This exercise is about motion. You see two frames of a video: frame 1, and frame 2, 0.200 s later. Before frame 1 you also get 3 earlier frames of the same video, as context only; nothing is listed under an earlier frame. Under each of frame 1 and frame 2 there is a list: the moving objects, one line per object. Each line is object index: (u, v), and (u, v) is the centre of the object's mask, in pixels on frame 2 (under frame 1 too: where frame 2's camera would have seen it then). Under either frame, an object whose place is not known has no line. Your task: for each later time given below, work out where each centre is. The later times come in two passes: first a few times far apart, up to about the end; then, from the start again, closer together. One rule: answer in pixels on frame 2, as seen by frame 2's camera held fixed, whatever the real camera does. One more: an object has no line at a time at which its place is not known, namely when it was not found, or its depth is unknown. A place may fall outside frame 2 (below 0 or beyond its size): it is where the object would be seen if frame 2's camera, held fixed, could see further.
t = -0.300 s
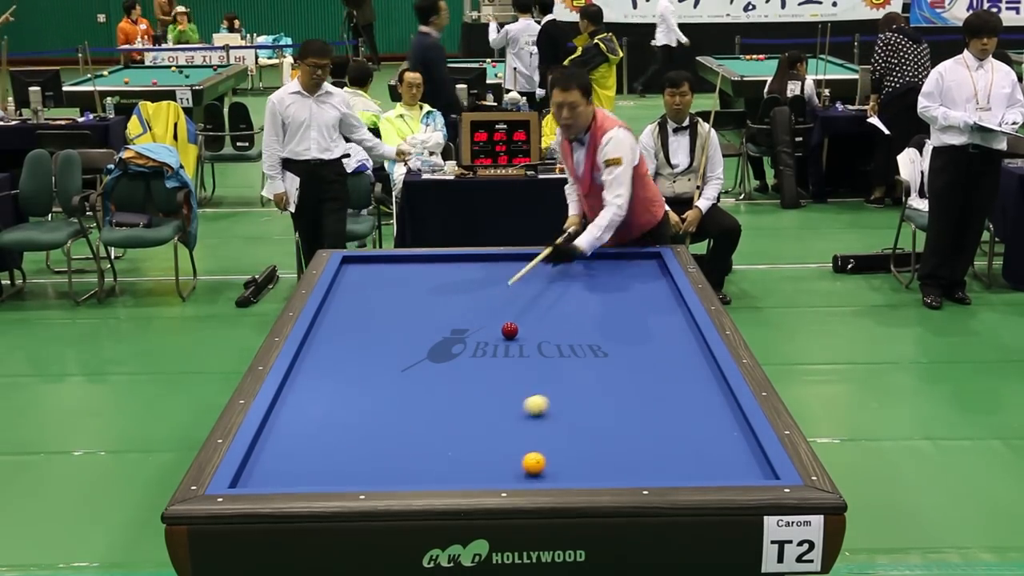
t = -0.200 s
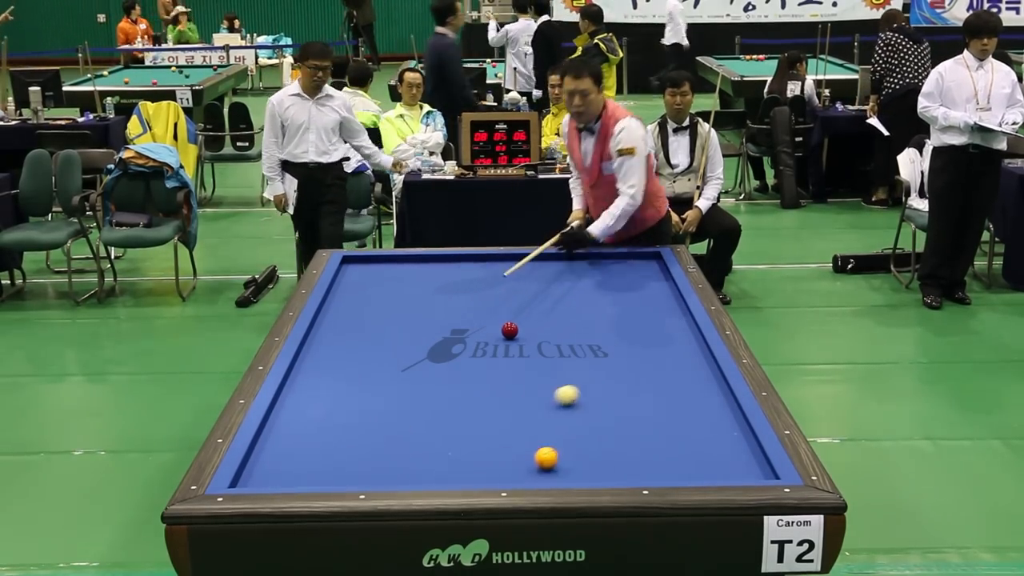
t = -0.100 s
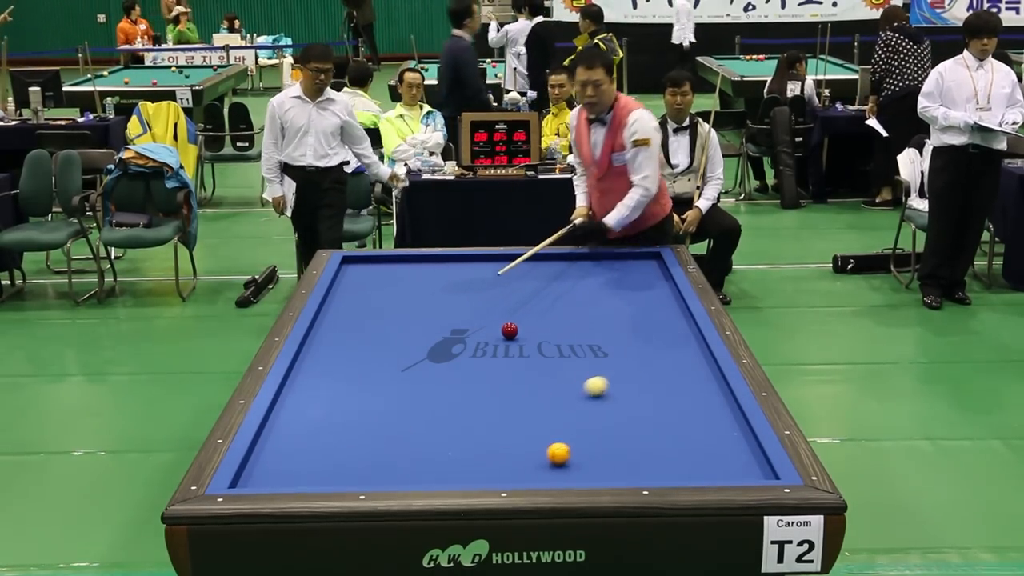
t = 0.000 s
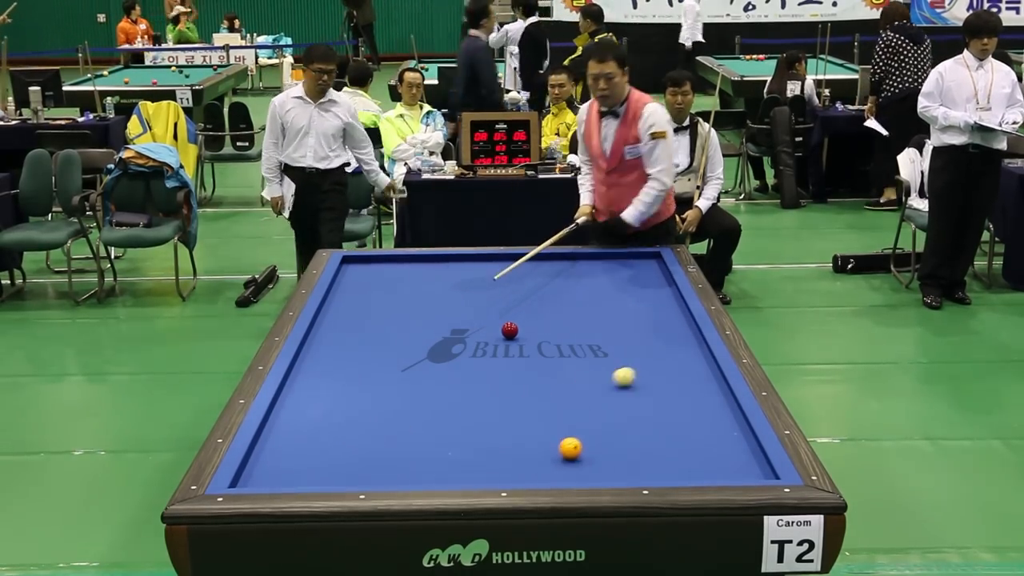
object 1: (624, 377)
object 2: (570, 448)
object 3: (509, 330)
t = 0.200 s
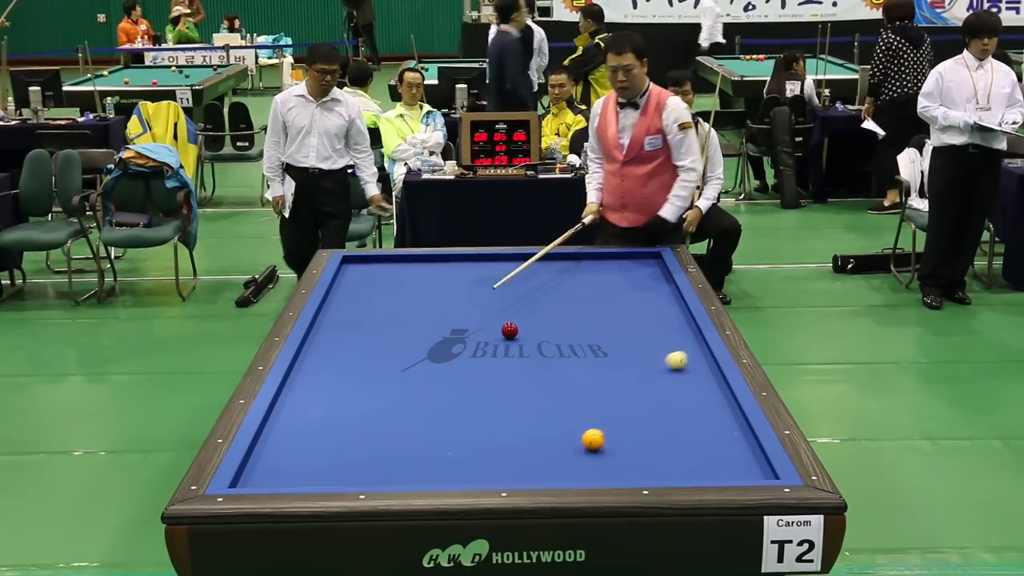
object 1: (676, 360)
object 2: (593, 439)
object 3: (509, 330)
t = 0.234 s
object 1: (684, 358)
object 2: (597, 438)
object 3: (509, 330)
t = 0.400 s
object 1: (681, 345)
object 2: (615, 431)
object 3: (509, 330)
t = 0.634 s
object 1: (637, 330)
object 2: (638, 421)
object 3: (509, 330)
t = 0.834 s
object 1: (604, 318)
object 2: (657, 413)
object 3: (510, 330)
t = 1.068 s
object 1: (569, 305)
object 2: (679, 405)
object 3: (510, 330)
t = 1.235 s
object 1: (545, 297)
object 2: (693, 399)
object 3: (509, 330)
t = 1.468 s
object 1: (514, 286)
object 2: (712, 392)
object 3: (509, 330)
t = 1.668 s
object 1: (489, 276)
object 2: (715, 386)
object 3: (509, 330)
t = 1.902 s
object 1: (462, 267)
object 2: (701, 380)
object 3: (509, 330)
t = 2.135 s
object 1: (437, 258)
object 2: (687, 375)
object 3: (509, 330)
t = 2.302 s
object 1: (415, 261)
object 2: (677, 372)
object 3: (509, 330)
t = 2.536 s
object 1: (384, 266)
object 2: (665, 367)
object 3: (509, 330)
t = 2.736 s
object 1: (356, 272)
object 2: (654, 363)
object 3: (509, 330)
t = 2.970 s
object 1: (349, 277)
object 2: (643, 359)
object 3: (509, 330)
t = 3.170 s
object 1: (363, 282)
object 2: (634, 356)
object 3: (509, 330)
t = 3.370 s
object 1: (376, 287)
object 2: (626, 353)
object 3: (509, 330)
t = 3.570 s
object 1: (390, 292)
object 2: (617, 350)
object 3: (510, 330)
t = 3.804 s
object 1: (406, 298)
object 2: (609, 347)
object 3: (509, 330)
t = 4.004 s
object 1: (420, 303)
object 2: (601, 344)
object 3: (510, 330)
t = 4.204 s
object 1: (433, 307)
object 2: (594, 341)
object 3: (509, 330)
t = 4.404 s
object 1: (448, 312)
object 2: (588, 339)
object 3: (509, 330)
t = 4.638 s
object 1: (464, 318)
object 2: (581, 337)
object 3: (509, 330)
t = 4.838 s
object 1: (479, 323)
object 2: (575, 335)
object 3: (509, 330)
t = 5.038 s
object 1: (493, 328)
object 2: (570, 333)
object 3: (510, 330)
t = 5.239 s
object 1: (494, 330)
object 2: (566, 331)
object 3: (522, 332)
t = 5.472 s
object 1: (495, 333)
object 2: (560, 330)
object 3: (535, 335)
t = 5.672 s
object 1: (495, 336)
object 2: (557, 327)
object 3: (547, 337)
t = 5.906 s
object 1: (496, 338)
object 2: (551, 326)
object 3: (560, 339)
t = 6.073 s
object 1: (497, 340)
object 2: (549, 325)
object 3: (569, 340)
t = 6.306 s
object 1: (497, 343)
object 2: (545, 324)
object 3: (581, 343)
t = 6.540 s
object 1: (498, 345)
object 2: (541, 323)
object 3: (592, 345)
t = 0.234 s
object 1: (684, 358)
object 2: (597, 438)
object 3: (509, 330)
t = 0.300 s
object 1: (700, 352)
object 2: (604, 435)
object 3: (509, 330)
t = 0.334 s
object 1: (698, 350)
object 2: (608, 434)
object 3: (509, 330)
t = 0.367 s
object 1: (689, 348)
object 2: (611, 432)
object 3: (509, 330)
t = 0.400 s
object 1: (681, 345)
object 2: (615, 431)
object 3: (509, 330)
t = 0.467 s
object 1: (667, 341)
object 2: (622, 428)
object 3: (509, 330)
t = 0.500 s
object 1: (661, 339)
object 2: (625, 426)
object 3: (509, 330)
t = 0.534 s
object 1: (655, 337)
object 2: (628, 425)
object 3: (509, 330)
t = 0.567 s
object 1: (649, 334)
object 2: (632, 424)
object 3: (509, 330)
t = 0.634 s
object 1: (637, 330)
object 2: (638, 421)
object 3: (509, 330)
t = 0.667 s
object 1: (632, 328)
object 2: (642, 420)
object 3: (510, 330)
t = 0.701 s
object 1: (626, 326)
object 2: (645, 418)
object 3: (509, 330)
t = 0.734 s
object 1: (620, 324)
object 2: (648, 417)
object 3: (509, 330)
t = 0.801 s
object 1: (609, 320)
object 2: (654, 415)
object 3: (509, 330)
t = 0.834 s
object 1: (604, 318)
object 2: (657, 413)
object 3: (510, 330)
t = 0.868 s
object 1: (599, 316)
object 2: (661, 412)
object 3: (510, 330)
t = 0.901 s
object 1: (594, 314)
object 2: (664, 411)
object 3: (510, 330)
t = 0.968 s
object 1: (584, 311)
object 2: (670, 409)
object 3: (509, 330)
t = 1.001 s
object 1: (578, 309)
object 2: (673, 407)
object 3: (510, 330)
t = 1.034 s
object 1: (574, 307)
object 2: (676, 406)
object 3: (510, 330)
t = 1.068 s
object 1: (569, 305)
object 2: (679, 405)
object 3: (510, 330)
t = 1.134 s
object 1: (559, 302)
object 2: (685, 403)
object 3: (510, 330)
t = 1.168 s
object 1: (554, 300)
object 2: (687, 401)
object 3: (510, 330)
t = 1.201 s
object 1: (550, 298)
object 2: (690, 400)
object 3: (509, 330)
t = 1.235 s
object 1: (545, 297)
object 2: (693, 399)
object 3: (509, 330)
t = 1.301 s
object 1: (536, 293)
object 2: (699, 397)
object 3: (509, 330)
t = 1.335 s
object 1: (531, 292)
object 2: (701, 396)
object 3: (509, 330)
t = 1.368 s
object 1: (527, 290)
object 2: (704, 395)
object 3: (509, 330)
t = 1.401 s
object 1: (523, 289)
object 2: (707, 394)
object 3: (509, 330)
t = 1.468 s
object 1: (514, 286)
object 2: (712, 392)
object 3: (509, 330)
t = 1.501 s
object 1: (510, 284)
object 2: (715, 390)
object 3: (509, 330)
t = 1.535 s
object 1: (505, 283)
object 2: (718, 389)
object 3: (509, 330)
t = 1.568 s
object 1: (501, 281)
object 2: (720, 389)
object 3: (509, 330)
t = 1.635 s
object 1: (493, 278)
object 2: (718, 387)
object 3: (509, 330)
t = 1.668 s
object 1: (489, 276)
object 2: (715, 386)
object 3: (509, 330)
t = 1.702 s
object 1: (485, 275)
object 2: (713, 385)
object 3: (509, 330)
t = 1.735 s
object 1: (481, 274)
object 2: (711, 384)
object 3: (509, 330)
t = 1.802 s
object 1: (474, 271)
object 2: (707, 383)
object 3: (509, 330)
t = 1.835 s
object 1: (470, 270)
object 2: (705, 382)
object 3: (509, 330)
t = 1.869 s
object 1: (466, 268)
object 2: (702, 381)
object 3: (510, 330)
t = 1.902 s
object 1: (462, 267)
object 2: (701, 380)
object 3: (509, 330)
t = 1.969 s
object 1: (454, 264)
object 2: (696, 379)
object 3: (509, 330)
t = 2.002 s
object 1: (451, 263)
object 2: (694, 378)
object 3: (509, 330)
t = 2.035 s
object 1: (448, 262)
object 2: (692, 377)
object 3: (509, 330)
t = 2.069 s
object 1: (444, 260)
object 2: (691, 376)
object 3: (509, 330)
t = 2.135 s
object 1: (437, 258)
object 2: (687, 375)
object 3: (509, 330)
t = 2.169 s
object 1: (433, 257)
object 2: (684, 375)
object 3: (510, 330)
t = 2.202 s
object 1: (429, 258)
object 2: (683, 374)
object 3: (509, 330)
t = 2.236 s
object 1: (424, 259)
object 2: (681, 373)
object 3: (509, 330)
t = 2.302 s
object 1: (415, 261)
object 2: (677, 372)
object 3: (509, 330)
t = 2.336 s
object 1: (411, 262)
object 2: (675, 371)
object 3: (509, 330)
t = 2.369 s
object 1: (406, 263)
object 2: (673, 370)
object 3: (509, 330)
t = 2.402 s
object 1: (402, 263)
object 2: (672, 370)
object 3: (509, 330)
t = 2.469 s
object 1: (393, 265)
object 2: (668, 368)
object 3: (509, 330)
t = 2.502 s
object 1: (388, 266)
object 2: (666, 368)
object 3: (509, 330)
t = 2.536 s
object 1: (384, 266)
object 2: (665, 367)
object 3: (509, 330)
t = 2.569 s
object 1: (379, 267)
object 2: (663, 366)
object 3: (509, 330)
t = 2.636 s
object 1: (370, 269)
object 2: (660, 365)
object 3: (509, 330)
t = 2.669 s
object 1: (365, 270)
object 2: (658, 365)
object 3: (509, 330)
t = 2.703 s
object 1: (361, 271)
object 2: (656, 364)
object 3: (509, 330)
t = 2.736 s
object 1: (356, 272)
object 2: (654, 363)
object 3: (509, 330)
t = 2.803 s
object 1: (347, 273)
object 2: (651, 362)
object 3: (509, 330)
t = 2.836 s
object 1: (342, 274)
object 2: (650, 361)
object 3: (509, 330)
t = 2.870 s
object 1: (342, 275)
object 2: (648, 361)
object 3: (509, 330)
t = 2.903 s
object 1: (345, 276)
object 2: (646, 360)
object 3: (509, 330)
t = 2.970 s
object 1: (349, 277)
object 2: (643, 359)
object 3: (509, 330)
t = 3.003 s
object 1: (352, 278)
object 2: (642, 358)
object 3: (509, 330)
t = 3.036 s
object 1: (354, 279)
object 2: (640, 358)
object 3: (509, 330)
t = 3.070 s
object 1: (356, 280)
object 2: (639, 357)
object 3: (509, 330)
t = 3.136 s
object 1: (361, 281)
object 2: (636, 356)
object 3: (509, 330)
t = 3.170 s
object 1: (363, 282)
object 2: (634, 356)
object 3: (509, 330)
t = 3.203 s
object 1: (365, 283)
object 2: (633, 355)
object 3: (510, 330)
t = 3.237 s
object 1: (367, 284)
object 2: (631, 355)
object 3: (509, 330)
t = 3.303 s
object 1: (372, 285)
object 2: (629, 354)
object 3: (509, 330)
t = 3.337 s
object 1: (374, 286)
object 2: (627, 353)
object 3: (509, 330)
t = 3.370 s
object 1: (376, 287)
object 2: (626, 353)
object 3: (509, 330)
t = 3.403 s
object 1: (378, 288)
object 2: (624, 352)
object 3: (509, 330)
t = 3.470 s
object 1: (383, 289)
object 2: (622, 351)
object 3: (510, 330)
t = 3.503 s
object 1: (385, 290)
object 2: (620, 351)
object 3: (509, 330)
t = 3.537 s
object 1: (388, 291)
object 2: (619, 350)
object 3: (510, 330)
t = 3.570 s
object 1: (390, 292)
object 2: (617, 350)
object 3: (510, 330)
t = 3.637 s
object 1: (394, 294)
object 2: (615, 349)
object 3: (510, 330)
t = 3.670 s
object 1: (397, 294)
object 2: (614, 348)
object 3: (510, 330)
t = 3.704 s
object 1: (399, 295)
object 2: (612, 348)
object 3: (510, 330)
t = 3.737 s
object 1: (401, 296)
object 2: (611, 347)
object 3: (510, 330)
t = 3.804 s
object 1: (406, 298)
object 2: (609, 347)
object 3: (509, 330)
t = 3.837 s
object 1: (408, 299)
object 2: (607, 346)
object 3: (510, 330)
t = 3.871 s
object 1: (410, 299)
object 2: (606, 346)
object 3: (510, 330)
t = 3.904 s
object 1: (413, 300)
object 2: (605, 345)
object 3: (510, 330)
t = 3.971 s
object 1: (417, 302)
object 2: (602, 344)
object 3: (510, 330)
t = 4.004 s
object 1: (420, 303)
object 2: (601, 344)
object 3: (510, 330)
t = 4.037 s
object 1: (422, 303)
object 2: (600, 343)
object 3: (510, 330)
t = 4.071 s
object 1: (424, 304)
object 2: (599, 343)
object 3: (509, 330)
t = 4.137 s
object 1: (429, 306)
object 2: (597, 342)
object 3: (509, 330)
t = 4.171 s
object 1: (431, 306)
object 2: (596, 342)
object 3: (510, 330)
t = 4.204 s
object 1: (433, 307)
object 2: (594, 341)
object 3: (509, 330)
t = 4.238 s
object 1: (436, 308)
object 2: (594, 341)
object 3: (509, 330)
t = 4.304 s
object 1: (441, 310)
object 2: (592, 340)
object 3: (509, 330)
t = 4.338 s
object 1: (443, 311)
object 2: (590, 340)
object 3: (509, 330)
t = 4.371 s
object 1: (446, 312)
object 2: (589, 339)
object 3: (509, 330)
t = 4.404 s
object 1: (448, 312)
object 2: (588, 339)
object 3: (509, 330)
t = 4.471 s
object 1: (452, 314)
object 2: (586, 338)
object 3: (509, 330)
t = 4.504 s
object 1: (455, 315)
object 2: (585, 338)
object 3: (509, 330)
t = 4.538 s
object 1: (457, 316)
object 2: (584, 338)
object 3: (509, 330)
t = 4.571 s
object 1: (460, 316)
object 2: (583, 337)
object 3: (509, 330)
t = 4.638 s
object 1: (464, 318)
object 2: (581, 337)
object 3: (509, 330)
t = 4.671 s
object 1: (467, 319)
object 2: (580, 336)
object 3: (509, 330)
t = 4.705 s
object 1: (469, 320)
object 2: (579, 336)
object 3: (509, 330)
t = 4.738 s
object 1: (472, 320)
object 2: (578, 336)
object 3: (509, 330)
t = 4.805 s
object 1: (477, 322)
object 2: (576, 335)
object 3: (509, 330)
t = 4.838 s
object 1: (479, 323)
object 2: (575, 335)
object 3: (509, 330)
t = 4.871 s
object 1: (481, 324)
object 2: (575, 334)
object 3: (509, 330)
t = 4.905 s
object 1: (484, 324)
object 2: (574, 334)
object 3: (509, 330)
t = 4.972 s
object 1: (489, 326)
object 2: (572, 334)
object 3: (509, 330)
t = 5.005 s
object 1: (491, 327)
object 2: (571, 333)
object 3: (509, 330)
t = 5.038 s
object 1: (493, 328)
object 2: (570, 333)
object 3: (510, 330)
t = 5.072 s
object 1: (494, 328)
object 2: (570, 333)
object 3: (511, 331)
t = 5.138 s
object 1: (494, 329)
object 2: (568, 332)
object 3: (516, 331)
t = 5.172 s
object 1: (494, 330)
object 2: (567, 332)
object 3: (518, 332)
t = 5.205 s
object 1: (494, 330)
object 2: (566, 331)
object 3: (520, 332)
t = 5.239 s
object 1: (494, 330)
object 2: (566, 331)
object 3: (522, 332)
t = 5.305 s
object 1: (494, 331)
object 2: (564, 331)
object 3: (526, 333)
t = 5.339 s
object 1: (494, 332)
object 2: (563, 330)
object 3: (528, 333)
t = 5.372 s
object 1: (494, 332)
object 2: (562, 330)
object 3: (530, 334)
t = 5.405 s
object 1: (495, 333)
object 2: (562, 330)
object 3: (532, 334)
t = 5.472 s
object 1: (495, 333)
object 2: (560, 330)
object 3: (535, 335)
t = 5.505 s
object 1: (495, 334)
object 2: (560, 329)
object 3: (537, 335)
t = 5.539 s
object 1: (495, 334)
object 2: (559, 329)
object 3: (539, 335)
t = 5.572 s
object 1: (495, 334)
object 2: (558, 329)
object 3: (541, 335)
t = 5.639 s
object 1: (495, 335)
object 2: (557, 328)
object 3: (545, 337)
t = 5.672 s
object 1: (495, 336)
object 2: (557, 327)
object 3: (547, 337)
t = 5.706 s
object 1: (495, 336)
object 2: (556, 327)
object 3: (548, 337)
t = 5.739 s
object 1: (495, 336)
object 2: (555, 326)
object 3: (550, 338)
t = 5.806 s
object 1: (495, 337)
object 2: (553, 326)
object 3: (554, 338)
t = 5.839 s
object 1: (495, 338)
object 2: (553, 326)
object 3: (556, 338)
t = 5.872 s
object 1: (496, 338)
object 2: (552, 326)
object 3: (558, 339)
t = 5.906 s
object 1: (496, 338)
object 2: (551, 326)
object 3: (560, 339)
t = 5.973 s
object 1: (496, 339)
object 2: (550, 326)
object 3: (563, 340)
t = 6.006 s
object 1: (496, 339)
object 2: (549, 326)
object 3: (565, 340)
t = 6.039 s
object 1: (496, 340)
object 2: (549, 326)
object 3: (567, 340)
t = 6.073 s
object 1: (497, 340)
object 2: (549, 325)
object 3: (569, 340)
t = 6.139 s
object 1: (497, 341)
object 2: (547, 325)
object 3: (572, 341)
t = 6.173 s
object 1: (497, 341)
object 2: (547, 325)
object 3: (574, 341)
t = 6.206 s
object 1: (497, 341)
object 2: (546, 325)
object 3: (576, 341)
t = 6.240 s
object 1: (497, 342)
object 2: (546, 324)
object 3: (577, 342)
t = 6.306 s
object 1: (497, 343)
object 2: (545, 324)
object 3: (581, 343)
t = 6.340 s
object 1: (497, 343)
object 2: (544, 324)
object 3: (583, 343)
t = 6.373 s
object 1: (497, 343)
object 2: (544, 324)
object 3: (584, 343)
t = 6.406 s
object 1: (497, 343)
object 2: (543, 324)
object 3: (586, 343)
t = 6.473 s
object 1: (498, 344)
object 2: (542, 323)
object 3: (589, 344)
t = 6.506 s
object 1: (498, 345)
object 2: (542, 323)
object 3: (591, 344)
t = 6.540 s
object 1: (498, 345)
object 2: (541, 323)
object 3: (592, 345)
